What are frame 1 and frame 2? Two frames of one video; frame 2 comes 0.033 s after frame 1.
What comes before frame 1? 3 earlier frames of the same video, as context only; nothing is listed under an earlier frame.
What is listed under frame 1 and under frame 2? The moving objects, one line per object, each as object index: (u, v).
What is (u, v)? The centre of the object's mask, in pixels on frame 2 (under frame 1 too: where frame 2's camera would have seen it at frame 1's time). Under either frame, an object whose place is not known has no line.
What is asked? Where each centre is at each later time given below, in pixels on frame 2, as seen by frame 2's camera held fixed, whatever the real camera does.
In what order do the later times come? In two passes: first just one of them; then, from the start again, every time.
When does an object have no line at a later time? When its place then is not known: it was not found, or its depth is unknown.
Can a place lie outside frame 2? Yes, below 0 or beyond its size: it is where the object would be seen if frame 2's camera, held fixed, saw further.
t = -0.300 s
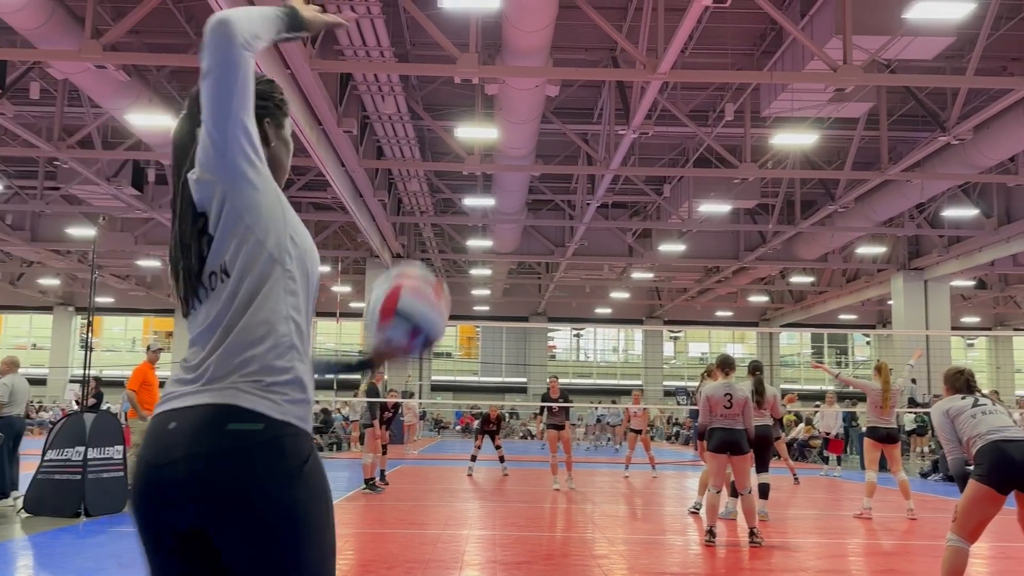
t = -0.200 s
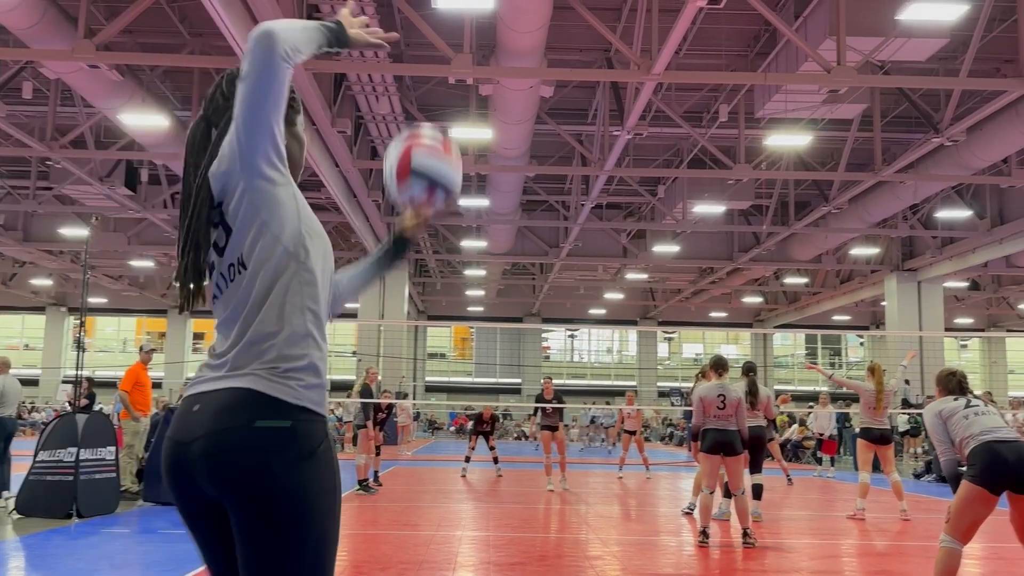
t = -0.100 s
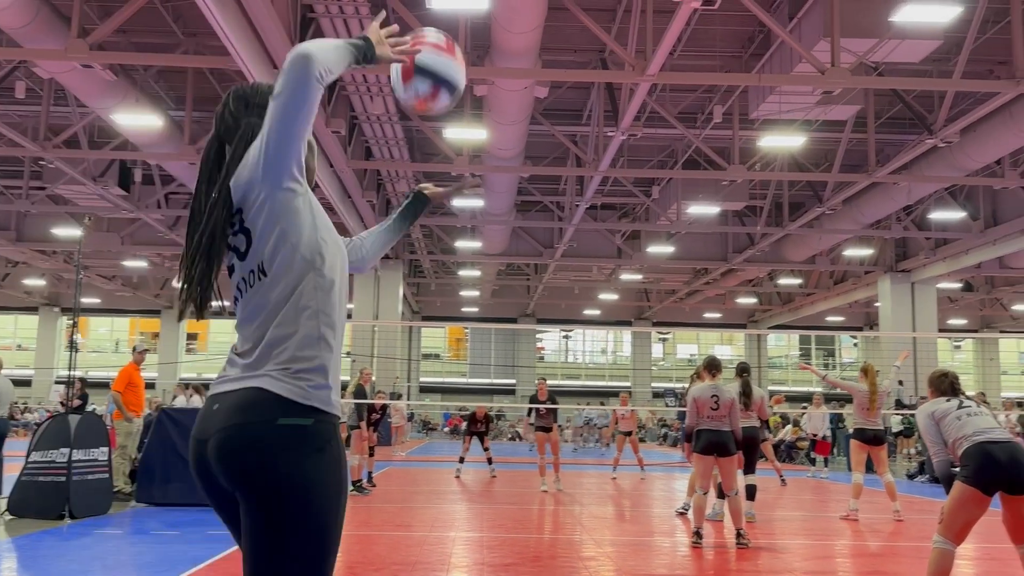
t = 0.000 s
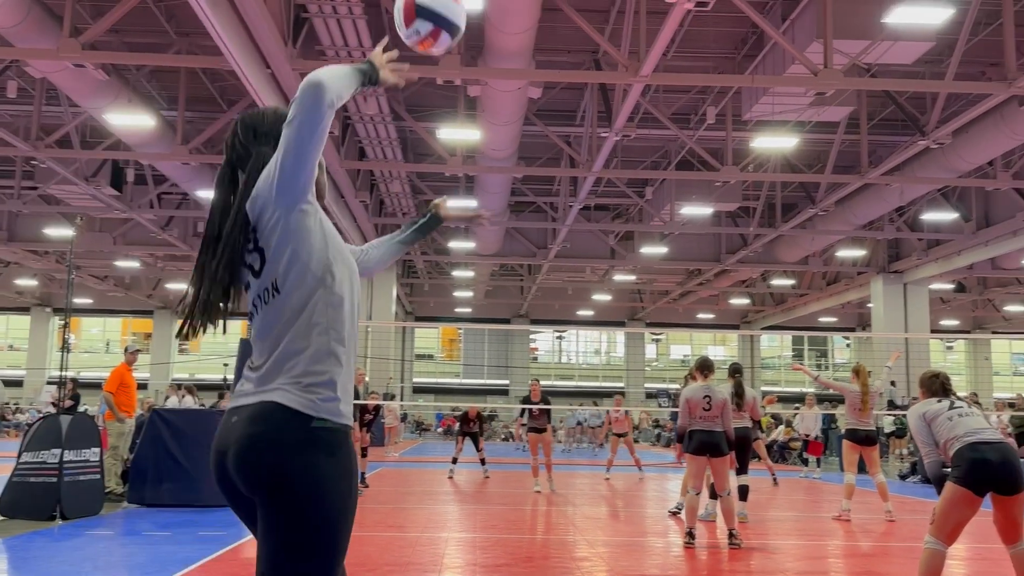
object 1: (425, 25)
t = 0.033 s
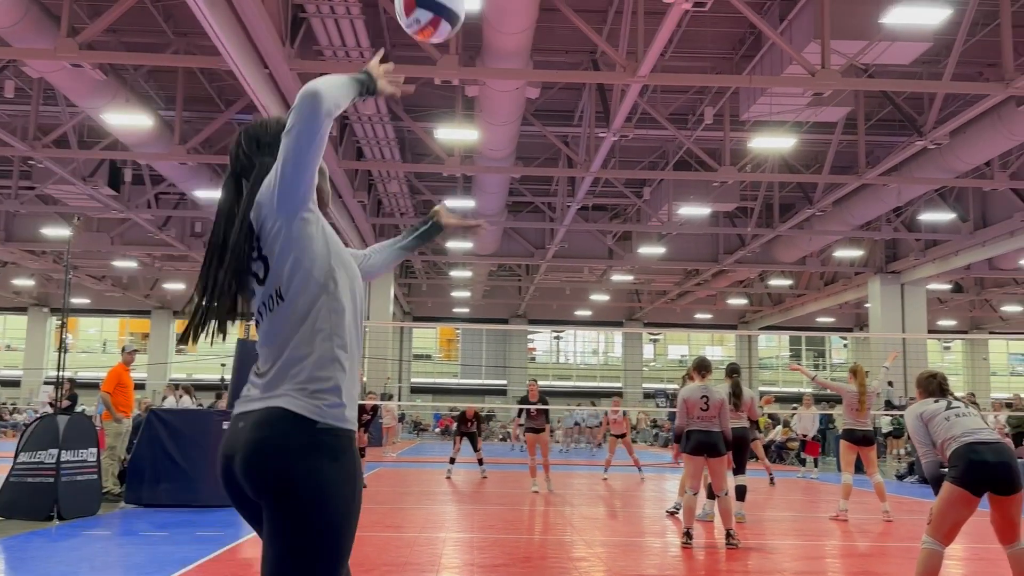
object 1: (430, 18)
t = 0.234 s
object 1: (447, 22)
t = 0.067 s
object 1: (435, 15)
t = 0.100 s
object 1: (437, 13)
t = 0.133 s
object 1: (439, 13)
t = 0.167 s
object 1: (443, 14)
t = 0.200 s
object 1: (445, 17)
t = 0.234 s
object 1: (447, 22)
